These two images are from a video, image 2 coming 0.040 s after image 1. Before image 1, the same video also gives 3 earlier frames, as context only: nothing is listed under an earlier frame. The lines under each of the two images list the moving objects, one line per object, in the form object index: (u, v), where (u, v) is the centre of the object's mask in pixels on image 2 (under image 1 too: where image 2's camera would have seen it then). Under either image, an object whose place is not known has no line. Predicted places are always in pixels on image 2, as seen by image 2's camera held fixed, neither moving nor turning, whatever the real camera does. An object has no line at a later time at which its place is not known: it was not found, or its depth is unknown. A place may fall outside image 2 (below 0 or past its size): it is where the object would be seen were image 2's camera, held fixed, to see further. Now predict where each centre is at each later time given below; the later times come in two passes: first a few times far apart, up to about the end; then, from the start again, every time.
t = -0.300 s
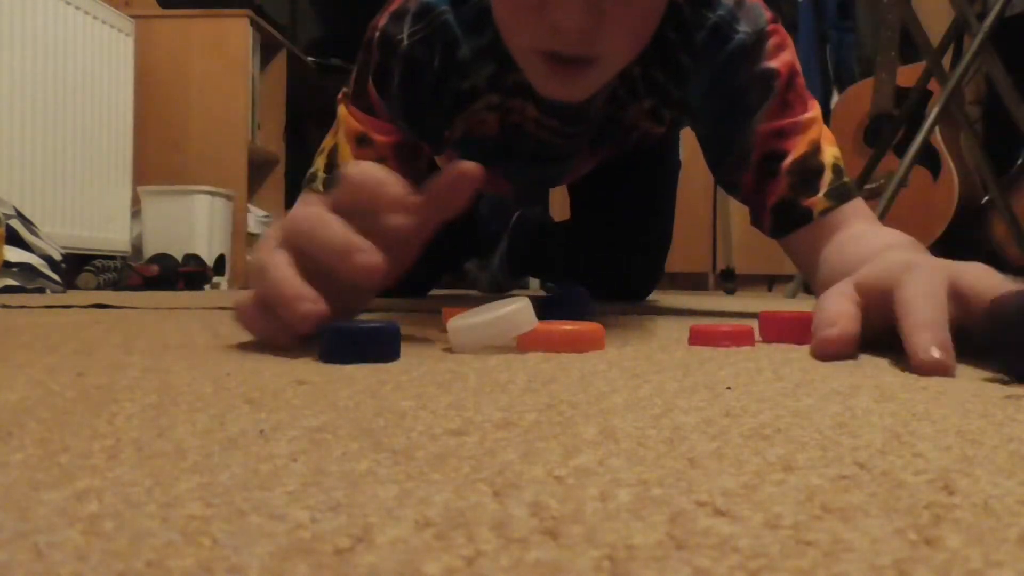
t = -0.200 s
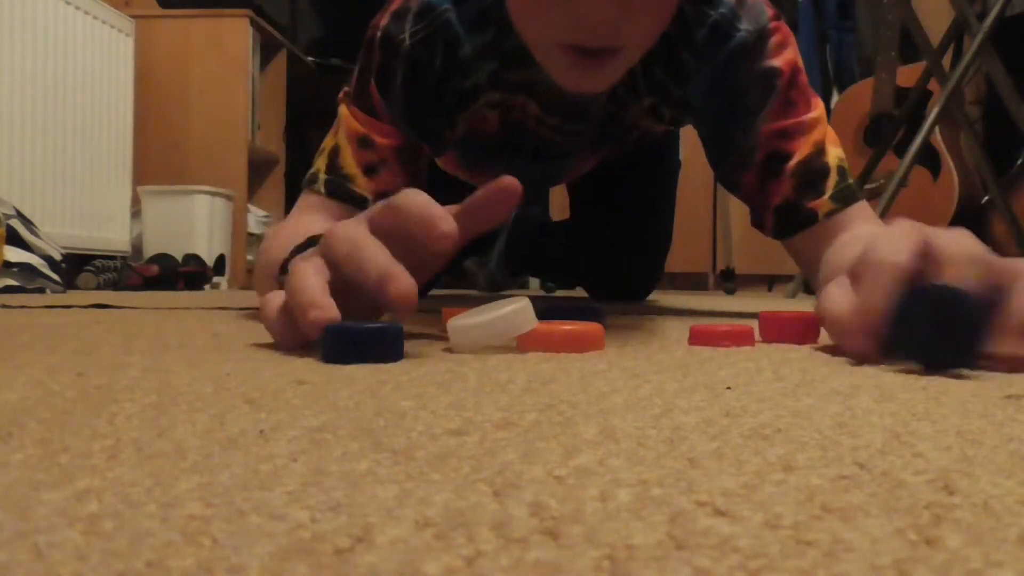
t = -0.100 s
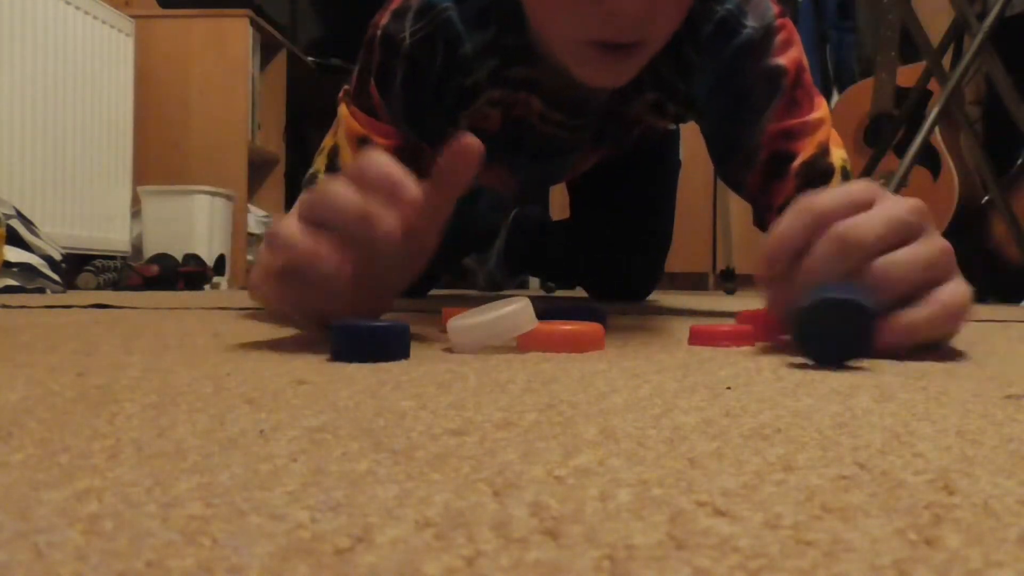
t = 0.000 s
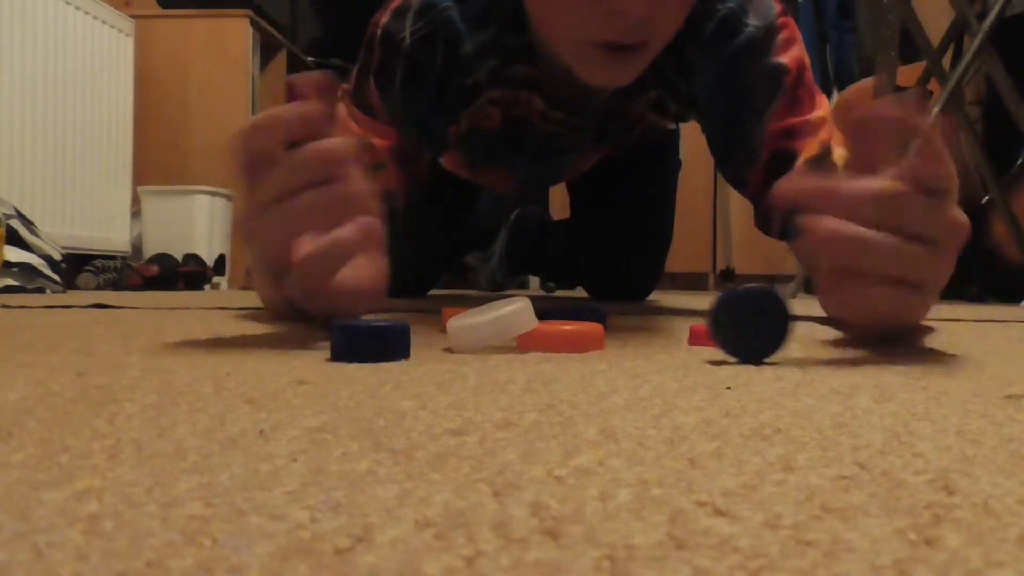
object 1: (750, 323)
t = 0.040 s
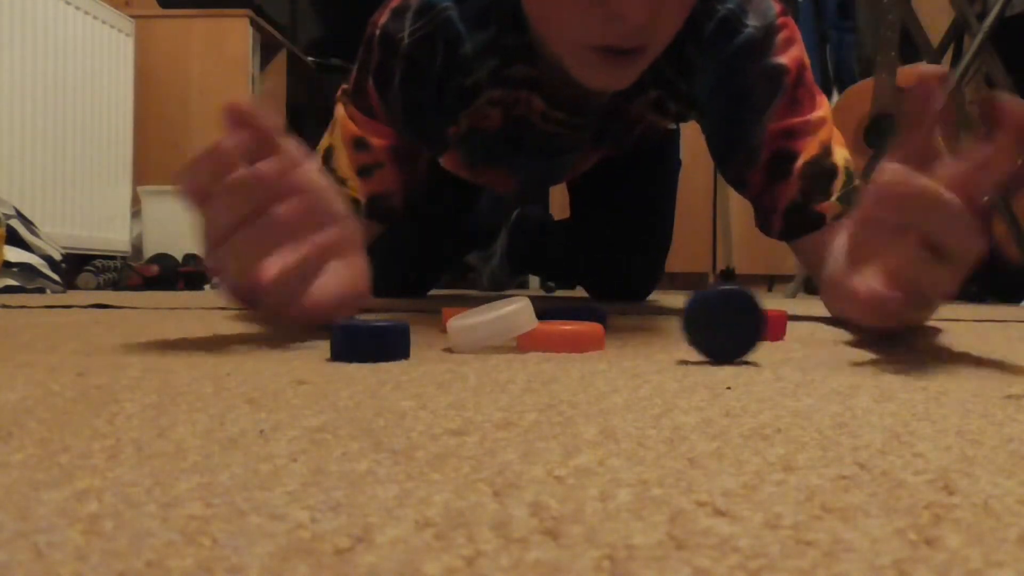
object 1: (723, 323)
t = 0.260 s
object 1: (593, 322)
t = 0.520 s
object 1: (484, 327)
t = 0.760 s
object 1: (436, 331)
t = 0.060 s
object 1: (710, 324)
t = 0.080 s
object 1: (696, 323)
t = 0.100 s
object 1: (683, 323)
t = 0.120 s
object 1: (670, 323)
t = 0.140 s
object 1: (657, 323)
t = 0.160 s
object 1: (644, 323)
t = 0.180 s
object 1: (632, 323)
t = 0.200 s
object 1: (622, 323)
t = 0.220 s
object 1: (612, 323)
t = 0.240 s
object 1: (602, 321)
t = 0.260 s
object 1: (593, 322)
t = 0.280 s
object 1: (582, 321)
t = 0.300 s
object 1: (573, 323)
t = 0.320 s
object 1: (564, 323)
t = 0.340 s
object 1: (554, 323)
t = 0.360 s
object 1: (544, 325)
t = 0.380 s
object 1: (536, 325)
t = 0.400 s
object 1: (527, 325)
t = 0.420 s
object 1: (520, 326)
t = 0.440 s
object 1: (513, 326)
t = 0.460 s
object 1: (506, 326)
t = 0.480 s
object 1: (499, 326)
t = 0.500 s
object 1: (492, 327)
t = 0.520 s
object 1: (484, 327)
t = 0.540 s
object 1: (477, 328)
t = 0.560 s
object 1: (470, 328)
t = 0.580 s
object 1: (463, 328)
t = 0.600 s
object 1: (456, 328)
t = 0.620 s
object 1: (451, 328)
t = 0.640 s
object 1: (447, 328)
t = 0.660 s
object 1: (443, 329)
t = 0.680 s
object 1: (441, 328)
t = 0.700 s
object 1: (439, 328)
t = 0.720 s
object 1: (437, 328)
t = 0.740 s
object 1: (436, 329)
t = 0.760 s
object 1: (436, 331)
